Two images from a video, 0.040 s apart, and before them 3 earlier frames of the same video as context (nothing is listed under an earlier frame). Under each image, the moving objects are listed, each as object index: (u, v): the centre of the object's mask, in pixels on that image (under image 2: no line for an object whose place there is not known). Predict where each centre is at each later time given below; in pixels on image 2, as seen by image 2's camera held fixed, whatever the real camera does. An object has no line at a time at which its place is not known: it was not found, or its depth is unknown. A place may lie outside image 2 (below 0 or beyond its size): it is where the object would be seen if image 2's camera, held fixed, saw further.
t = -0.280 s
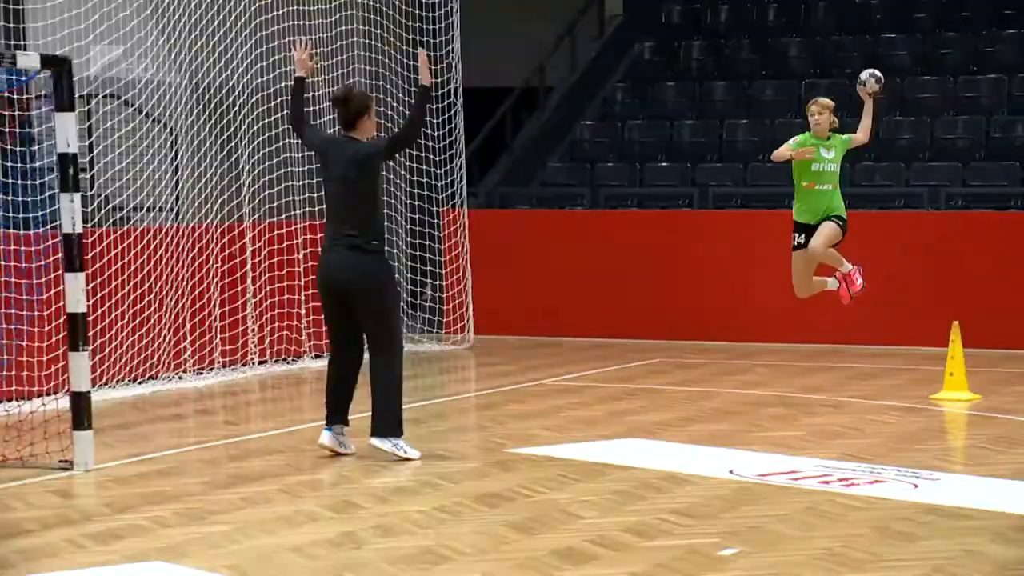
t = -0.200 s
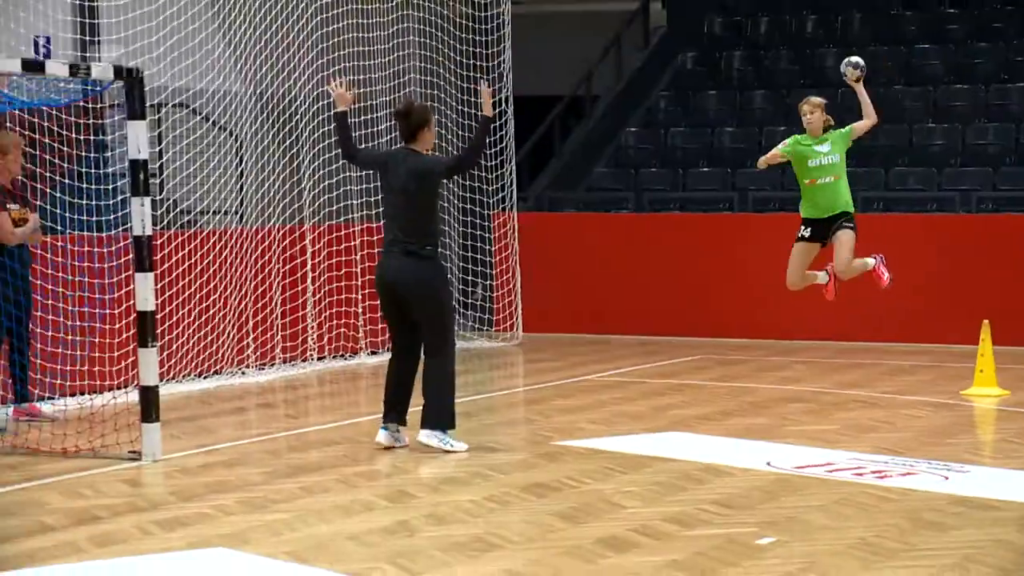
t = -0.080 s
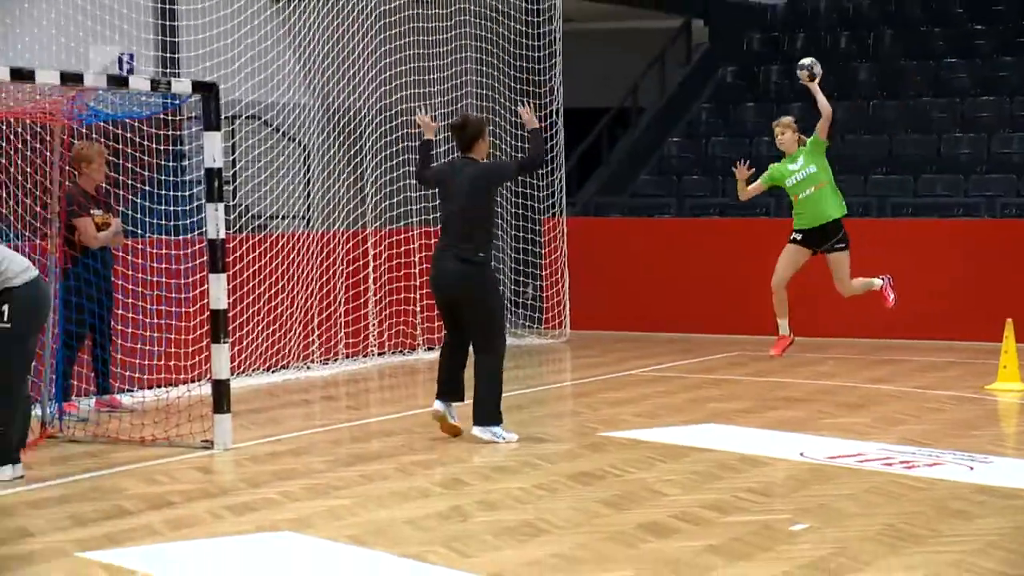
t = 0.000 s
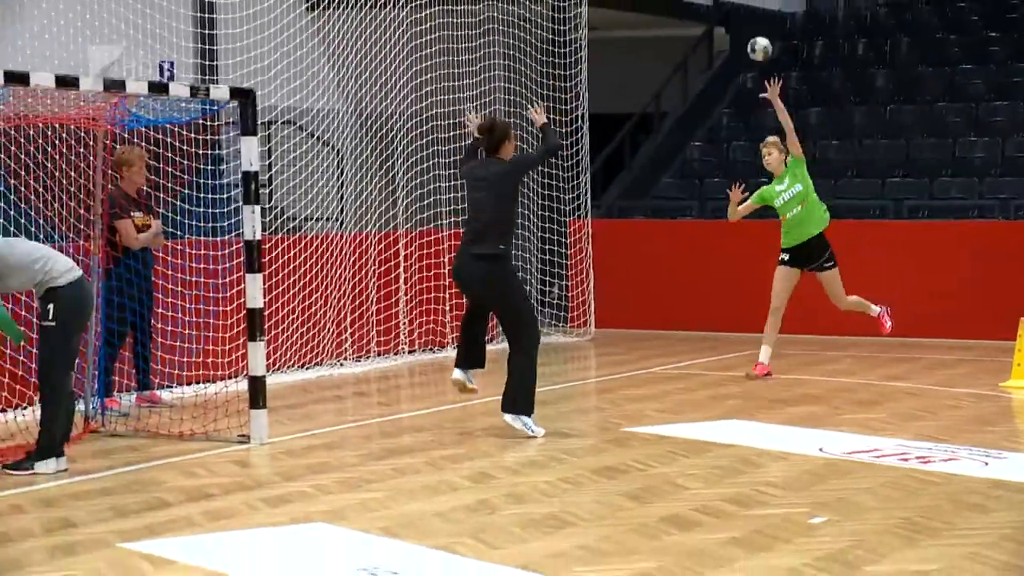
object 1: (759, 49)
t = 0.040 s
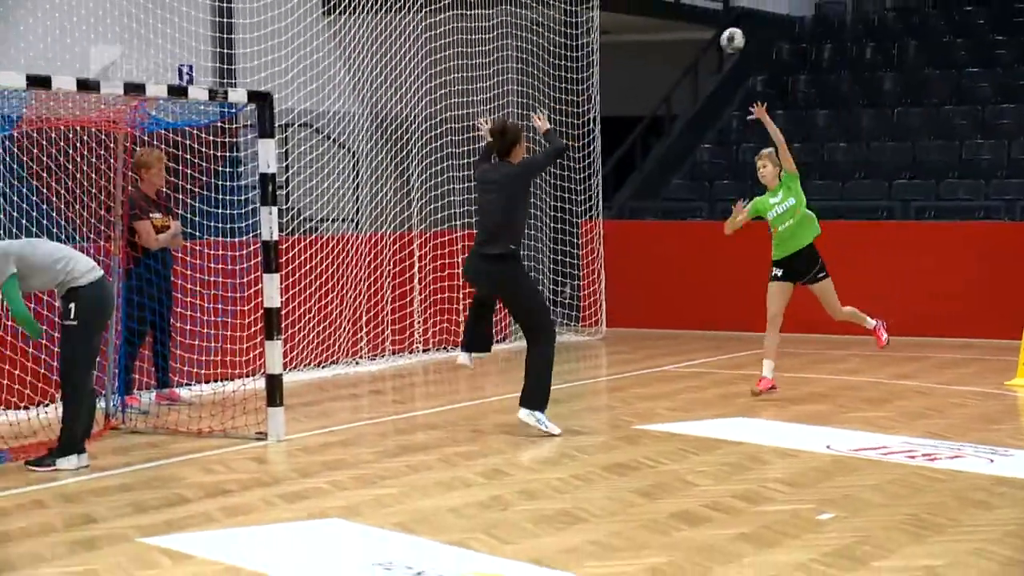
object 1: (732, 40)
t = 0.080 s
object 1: (693, 32)
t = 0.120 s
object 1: (654, 26)
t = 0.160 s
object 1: (612, 23)
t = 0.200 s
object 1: (573, 21)
